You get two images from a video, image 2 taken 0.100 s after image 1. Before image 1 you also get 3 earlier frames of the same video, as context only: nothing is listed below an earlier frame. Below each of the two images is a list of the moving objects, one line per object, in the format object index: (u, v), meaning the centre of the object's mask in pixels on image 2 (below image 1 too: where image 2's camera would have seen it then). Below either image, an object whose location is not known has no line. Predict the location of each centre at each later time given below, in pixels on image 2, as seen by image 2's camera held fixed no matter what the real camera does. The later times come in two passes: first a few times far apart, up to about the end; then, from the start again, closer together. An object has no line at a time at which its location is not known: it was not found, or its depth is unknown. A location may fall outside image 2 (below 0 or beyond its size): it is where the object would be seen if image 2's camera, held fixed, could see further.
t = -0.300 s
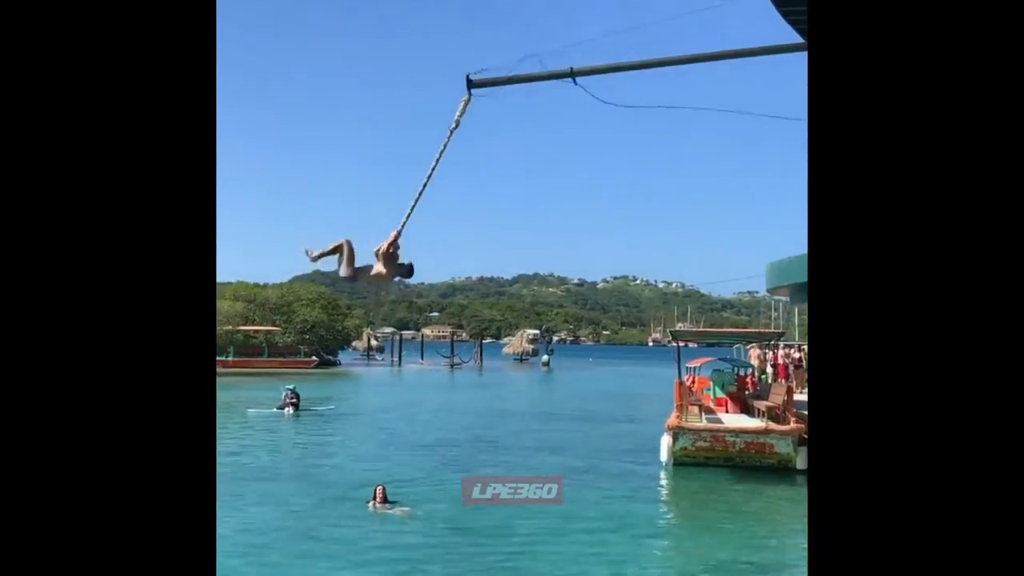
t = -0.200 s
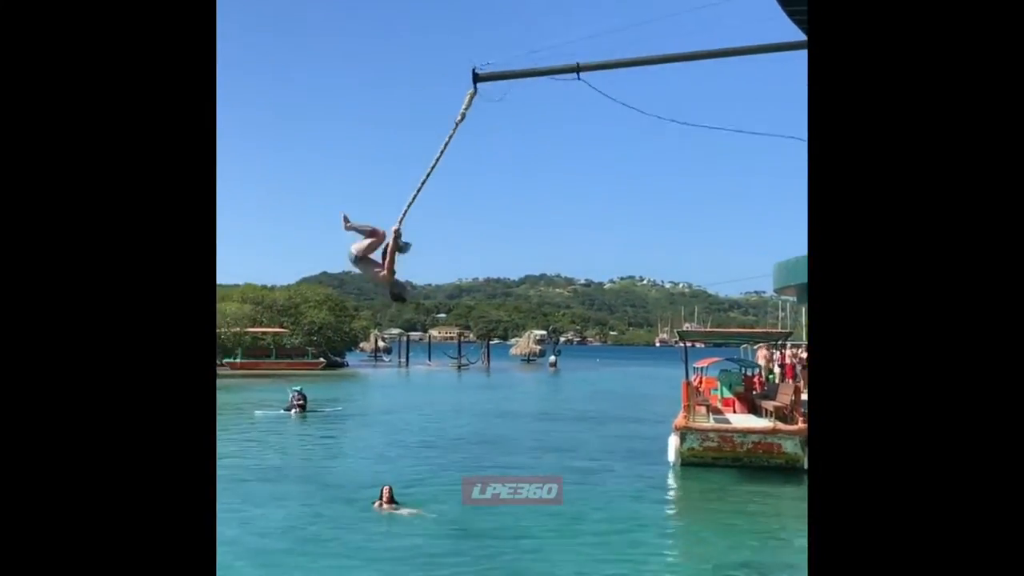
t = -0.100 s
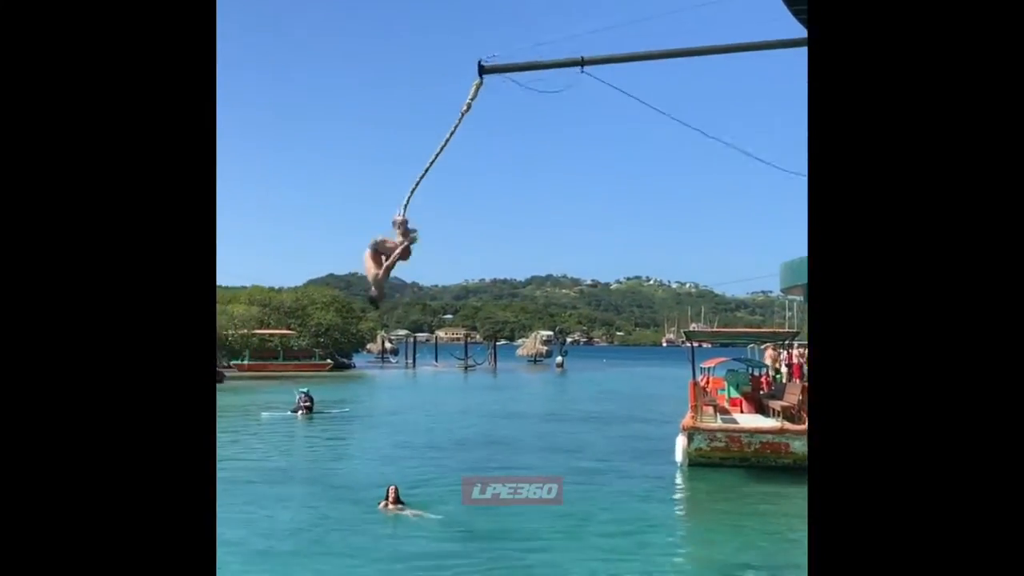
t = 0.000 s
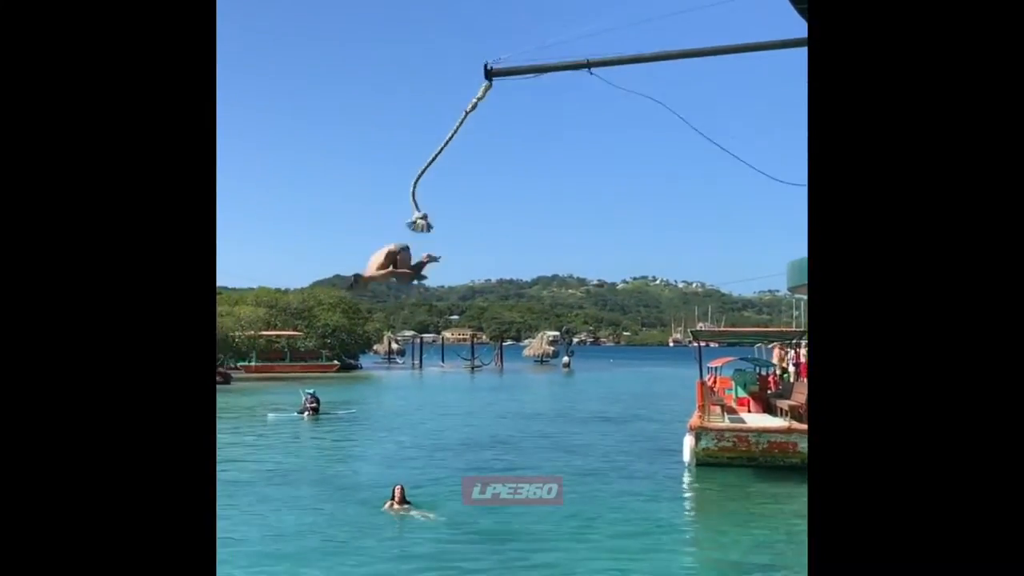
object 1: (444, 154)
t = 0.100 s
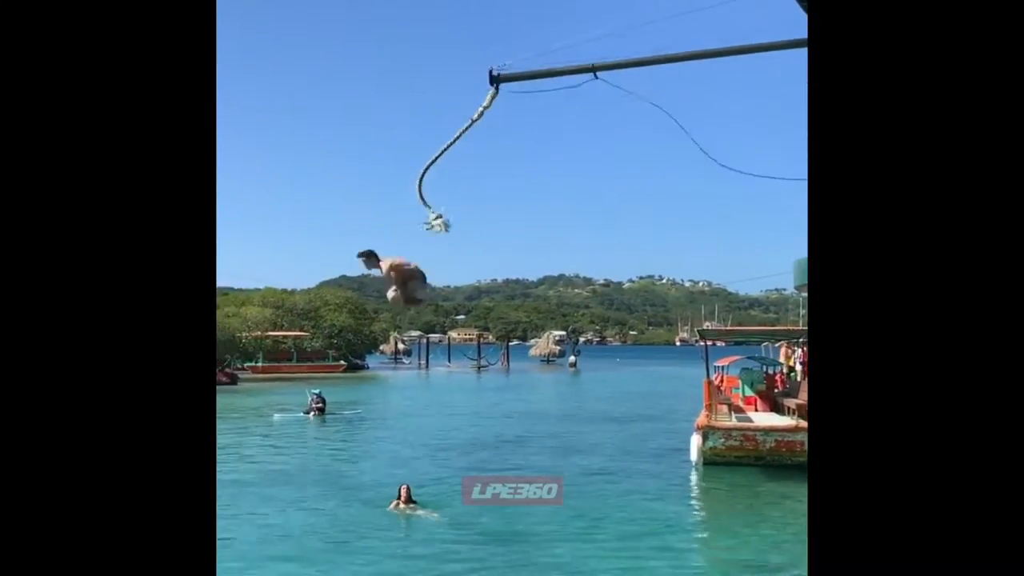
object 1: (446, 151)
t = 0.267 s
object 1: (459, 164)
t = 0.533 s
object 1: (498, 172)
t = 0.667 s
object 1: (517, 170)
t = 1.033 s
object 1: (534, 170)
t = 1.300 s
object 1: (534, 168)
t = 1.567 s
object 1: (544, 174)
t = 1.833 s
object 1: (530, 184)
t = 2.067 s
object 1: (506, 185)
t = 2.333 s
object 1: (483, 181)
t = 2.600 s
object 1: (472, 179)
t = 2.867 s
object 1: (470, 182)
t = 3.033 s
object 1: (474, 177)
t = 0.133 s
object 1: (448, 152)
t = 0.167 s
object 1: (450, 154)
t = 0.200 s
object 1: (451, 158)
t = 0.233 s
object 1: (452, 164)
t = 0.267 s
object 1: (459, 164)
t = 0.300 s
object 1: (464, 168)
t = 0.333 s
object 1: (470, 168)
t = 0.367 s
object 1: (474, 170)
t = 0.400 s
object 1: (477, 173)
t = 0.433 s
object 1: (481, 179)
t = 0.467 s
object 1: (488, 179)
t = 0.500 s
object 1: (493, 175)
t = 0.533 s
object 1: (498, 172)
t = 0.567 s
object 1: (505, 170)
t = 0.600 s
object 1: (508, 171)
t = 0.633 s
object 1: (513, 174)
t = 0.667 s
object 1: (517, 170)
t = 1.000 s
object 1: (535, 172)
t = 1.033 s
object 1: (534, 170)
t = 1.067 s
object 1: (533, 169)
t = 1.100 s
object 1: (532, 166)
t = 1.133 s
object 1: (531, 166)
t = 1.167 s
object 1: (530, 161)
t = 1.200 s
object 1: (534, 172)
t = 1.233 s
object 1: (530, 163)
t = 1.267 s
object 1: (532, 166)
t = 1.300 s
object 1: (534, 168)
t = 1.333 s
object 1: (538, 176)
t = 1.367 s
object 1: (540, 175)
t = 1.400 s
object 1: (536, 164)
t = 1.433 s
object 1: (542, 172)
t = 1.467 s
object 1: (544, 171)
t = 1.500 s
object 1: (541, 163)
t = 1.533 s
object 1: (544, 172)
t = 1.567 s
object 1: (544, 174)
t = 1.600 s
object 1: (544, 175)
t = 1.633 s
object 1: (545, 179)
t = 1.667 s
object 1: (543, 178)
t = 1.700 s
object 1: (541, 179)
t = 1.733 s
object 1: (540, 182)
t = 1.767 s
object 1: (536, 182)
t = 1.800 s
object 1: (533, 182)
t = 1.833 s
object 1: (530, 184)
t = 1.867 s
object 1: (527, 184)
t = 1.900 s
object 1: (524, 182)
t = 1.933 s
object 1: (520, 183)
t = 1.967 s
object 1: (517, 184)
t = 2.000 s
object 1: (512, 185)
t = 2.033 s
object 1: (509, 185)
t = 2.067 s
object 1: (506, 185)
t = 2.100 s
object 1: (503, 185)
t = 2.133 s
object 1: (499, 184)
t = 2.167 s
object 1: (496, 182)
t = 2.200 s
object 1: (494, 179)
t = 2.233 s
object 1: (491, 178)
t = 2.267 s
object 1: (489, 179)
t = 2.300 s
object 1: (486, 181)
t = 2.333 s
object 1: (483, 181)
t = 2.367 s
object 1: (482, 181)
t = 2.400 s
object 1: (480, 182)
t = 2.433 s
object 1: (478, 182)
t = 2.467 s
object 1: (477, 181)
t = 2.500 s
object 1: (475, 181)
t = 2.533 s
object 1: (474, 181)
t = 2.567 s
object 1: (473, 180)
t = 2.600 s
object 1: (472, 179)
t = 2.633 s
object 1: (472, 179)
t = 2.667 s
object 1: (471, 179)
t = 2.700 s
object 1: (470, 180)
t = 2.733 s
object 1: (470, 181)
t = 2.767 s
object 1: (470, 181)
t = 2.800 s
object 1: (470, 182)
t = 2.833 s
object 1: (470, 182)
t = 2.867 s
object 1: (470, 182)
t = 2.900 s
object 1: (471, 182)
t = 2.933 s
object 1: (472, 176)
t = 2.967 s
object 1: (473, 175)
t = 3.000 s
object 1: (473, 176)
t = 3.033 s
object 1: (474, 177)
